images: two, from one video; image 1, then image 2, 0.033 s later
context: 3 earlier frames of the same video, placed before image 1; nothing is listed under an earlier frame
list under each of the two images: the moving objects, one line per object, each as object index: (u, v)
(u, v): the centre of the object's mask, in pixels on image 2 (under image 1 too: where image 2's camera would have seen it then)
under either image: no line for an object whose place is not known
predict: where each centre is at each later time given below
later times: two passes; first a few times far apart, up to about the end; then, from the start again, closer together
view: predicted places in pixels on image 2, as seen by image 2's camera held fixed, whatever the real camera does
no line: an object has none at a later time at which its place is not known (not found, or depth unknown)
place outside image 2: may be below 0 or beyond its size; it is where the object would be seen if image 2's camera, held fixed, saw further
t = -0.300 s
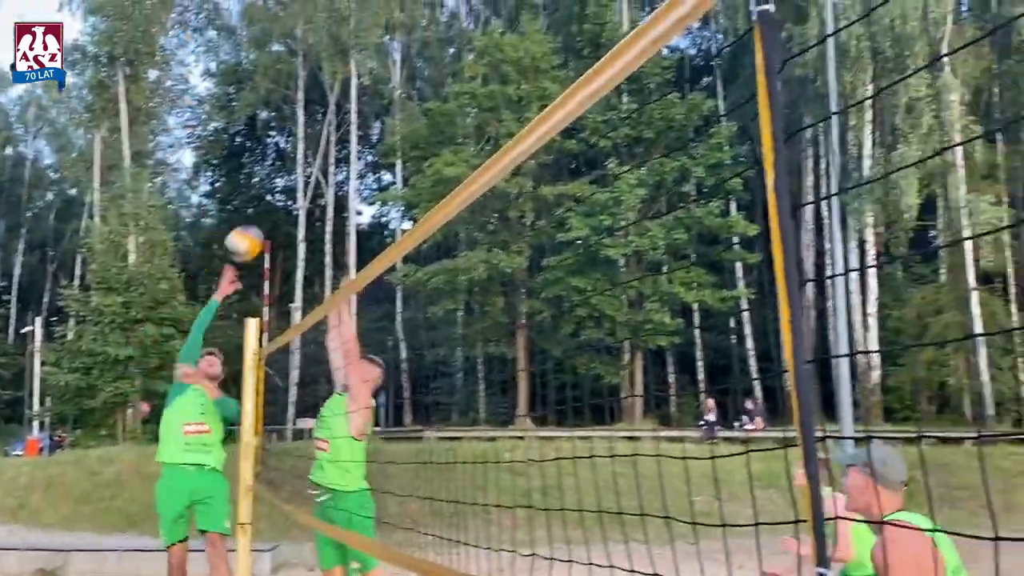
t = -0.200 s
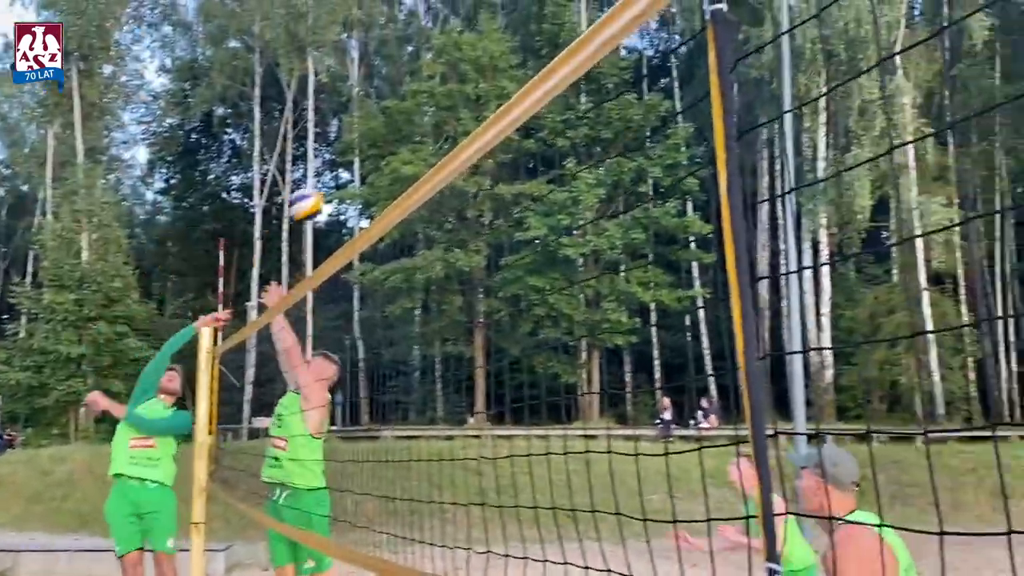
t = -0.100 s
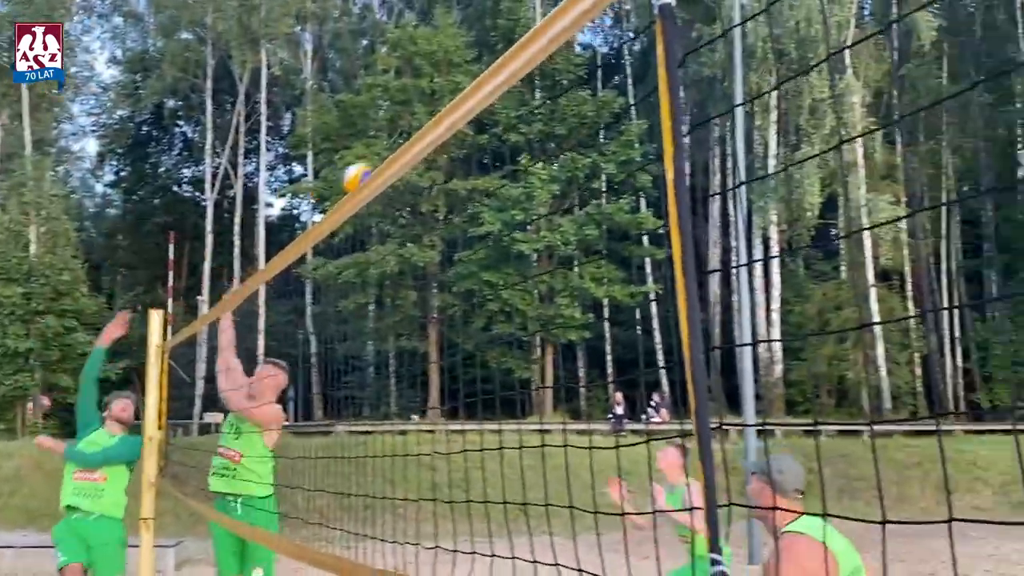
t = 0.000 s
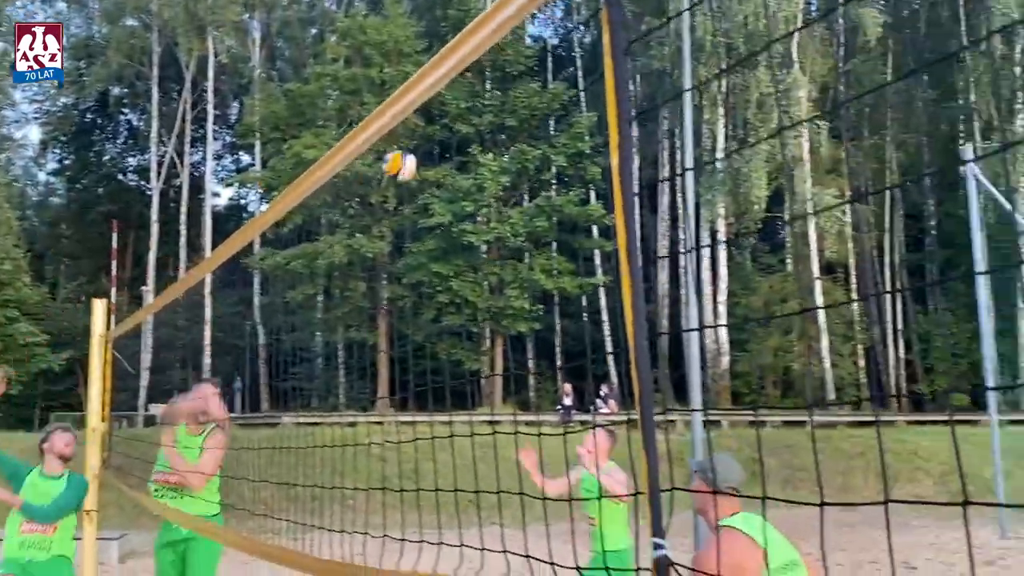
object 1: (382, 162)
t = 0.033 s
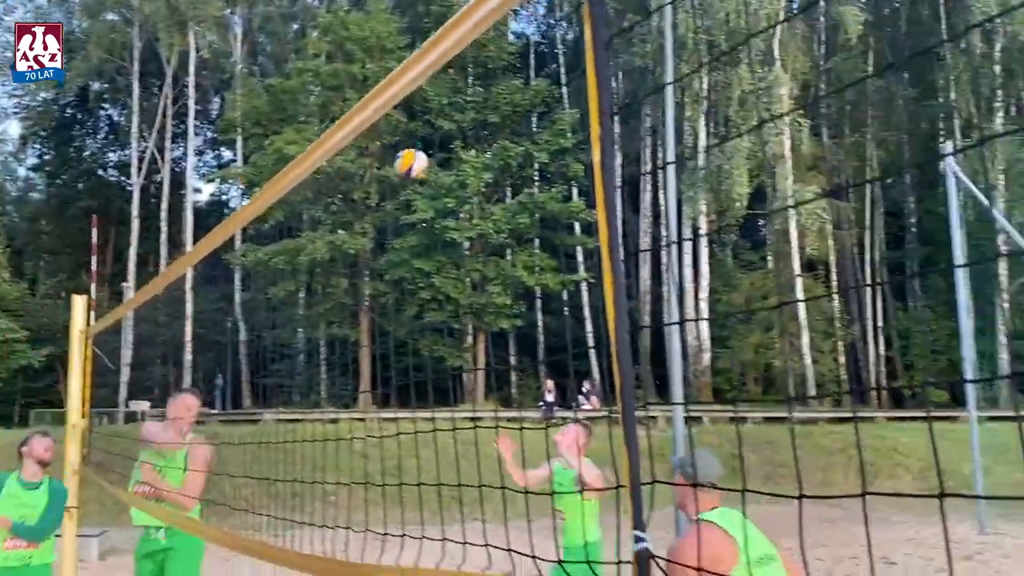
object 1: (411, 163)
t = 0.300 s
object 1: (619, 231)
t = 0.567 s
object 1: (795, 374)
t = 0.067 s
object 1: (439, 167)
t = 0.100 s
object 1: (467, 172)
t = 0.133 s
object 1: (494, 178)
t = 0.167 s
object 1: (521, 185)
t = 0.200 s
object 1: (545, 196)
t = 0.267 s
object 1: (601, 218)
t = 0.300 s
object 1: (619, 231)
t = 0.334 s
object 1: (641, 244)
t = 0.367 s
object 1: (665, 260)
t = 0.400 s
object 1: (688, 277)
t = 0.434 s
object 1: (710, 294)
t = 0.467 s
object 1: (732, 313)
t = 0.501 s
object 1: (753, 332)
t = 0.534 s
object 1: (774, 352)
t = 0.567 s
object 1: (795, 374)
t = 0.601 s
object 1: (815, 397)
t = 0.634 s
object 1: (836, 421)
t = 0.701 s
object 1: (878, 473)
